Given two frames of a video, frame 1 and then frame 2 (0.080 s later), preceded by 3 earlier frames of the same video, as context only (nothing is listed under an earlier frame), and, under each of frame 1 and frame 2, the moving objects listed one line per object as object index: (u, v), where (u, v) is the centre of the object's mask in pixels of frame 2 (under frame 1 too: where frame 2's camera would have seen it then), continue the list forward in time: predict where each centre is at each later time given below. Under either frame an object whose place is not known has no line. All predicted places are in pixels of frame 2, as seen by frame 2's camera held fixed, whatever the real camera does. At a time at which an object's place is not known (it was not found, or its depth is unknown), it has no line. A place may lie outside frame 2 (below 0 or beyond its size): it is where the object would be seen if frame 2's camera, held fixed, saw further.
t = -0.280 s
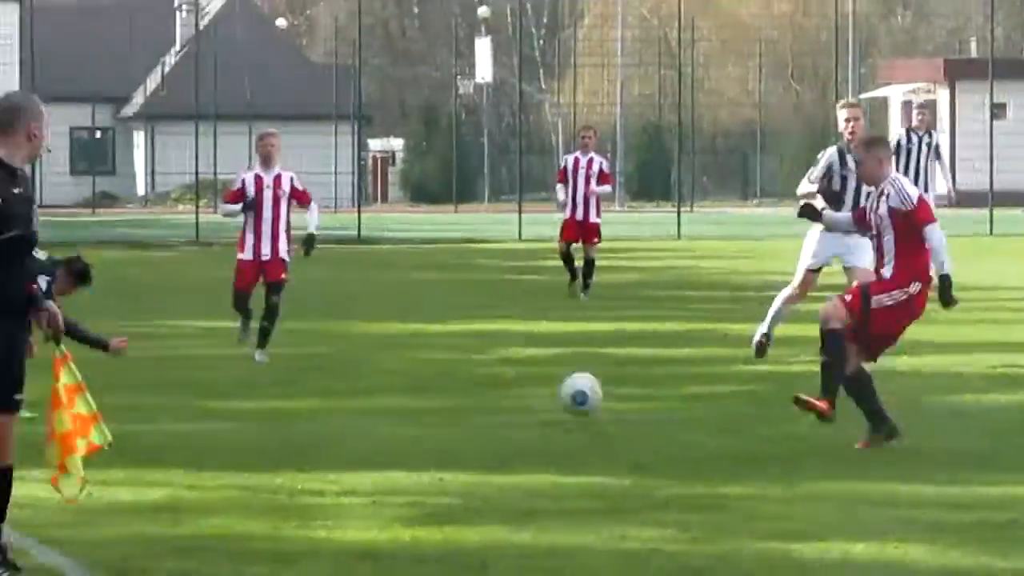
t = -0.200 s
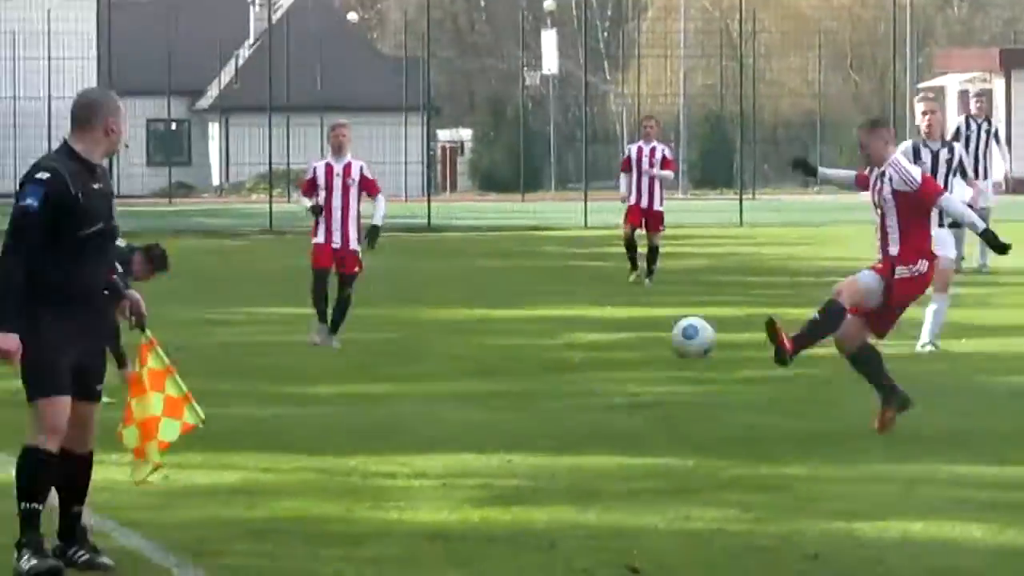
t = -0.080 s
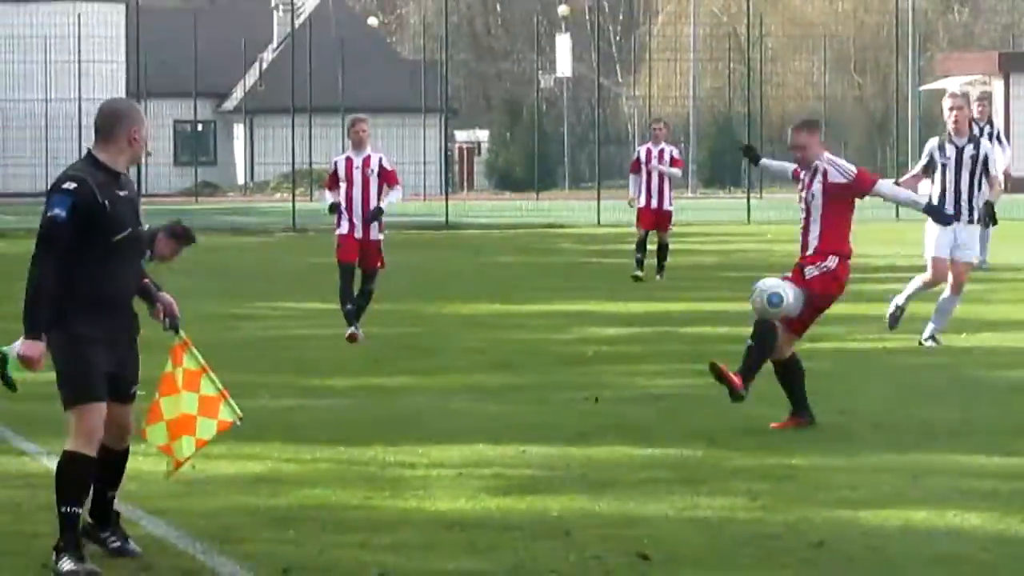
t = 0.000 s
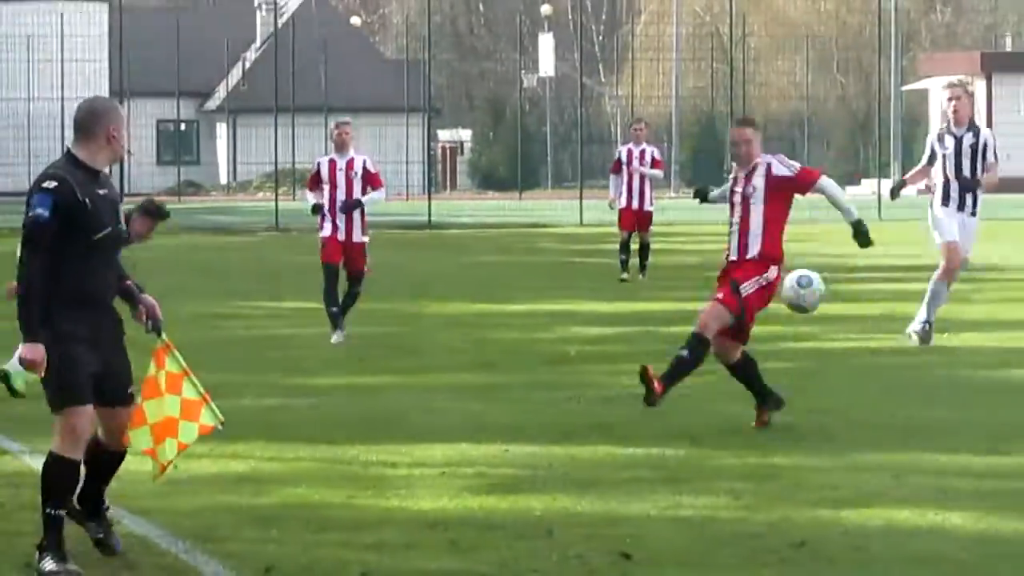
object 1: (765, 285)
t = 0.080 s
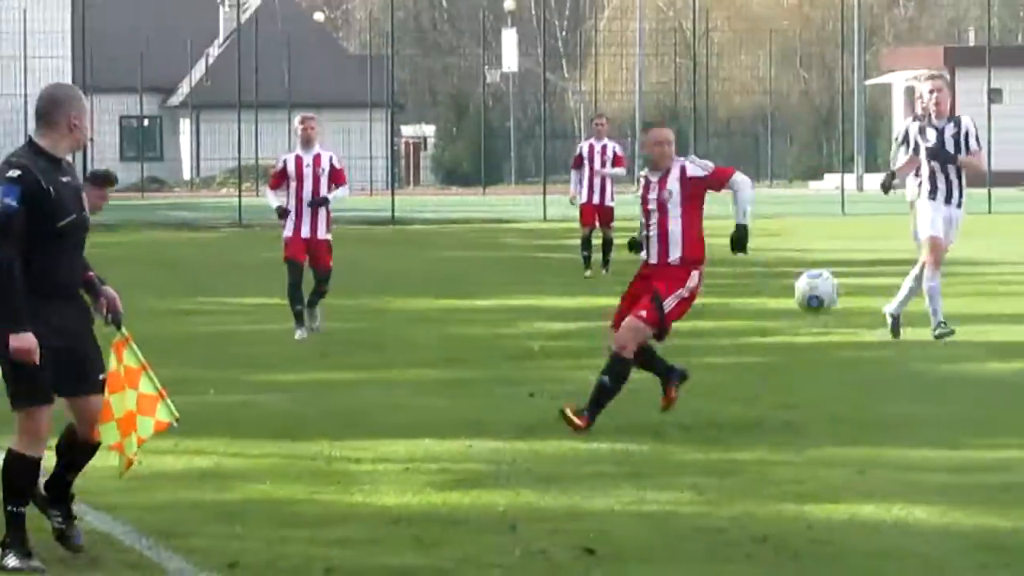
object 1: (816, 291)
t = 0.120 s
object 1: (842, 300)
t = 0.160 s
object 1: (868, 311)
